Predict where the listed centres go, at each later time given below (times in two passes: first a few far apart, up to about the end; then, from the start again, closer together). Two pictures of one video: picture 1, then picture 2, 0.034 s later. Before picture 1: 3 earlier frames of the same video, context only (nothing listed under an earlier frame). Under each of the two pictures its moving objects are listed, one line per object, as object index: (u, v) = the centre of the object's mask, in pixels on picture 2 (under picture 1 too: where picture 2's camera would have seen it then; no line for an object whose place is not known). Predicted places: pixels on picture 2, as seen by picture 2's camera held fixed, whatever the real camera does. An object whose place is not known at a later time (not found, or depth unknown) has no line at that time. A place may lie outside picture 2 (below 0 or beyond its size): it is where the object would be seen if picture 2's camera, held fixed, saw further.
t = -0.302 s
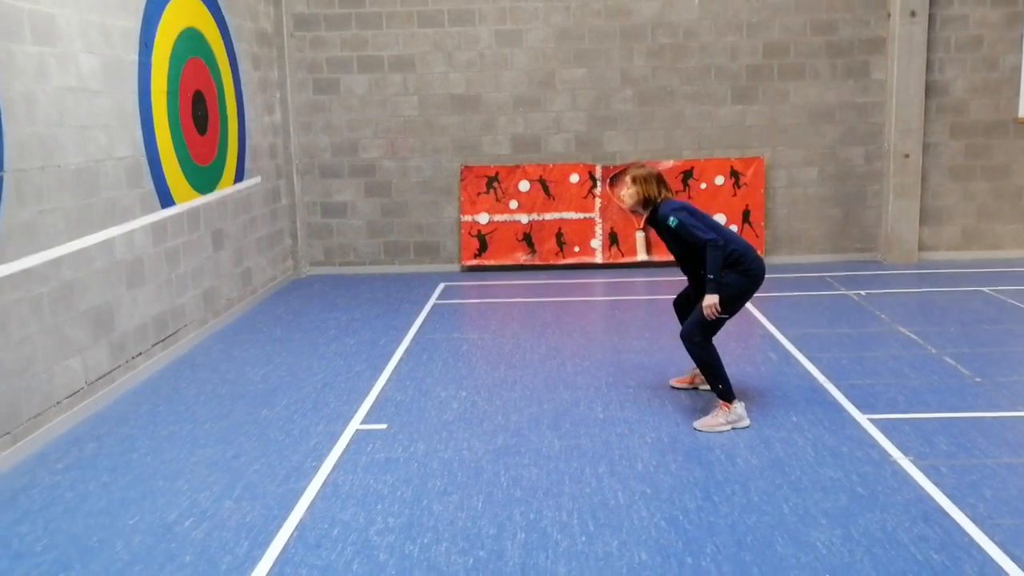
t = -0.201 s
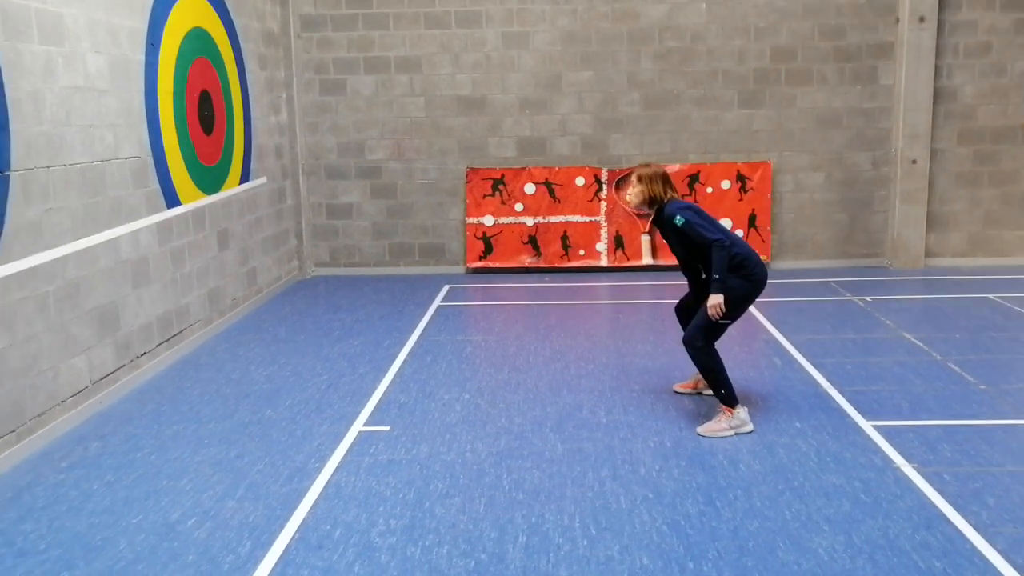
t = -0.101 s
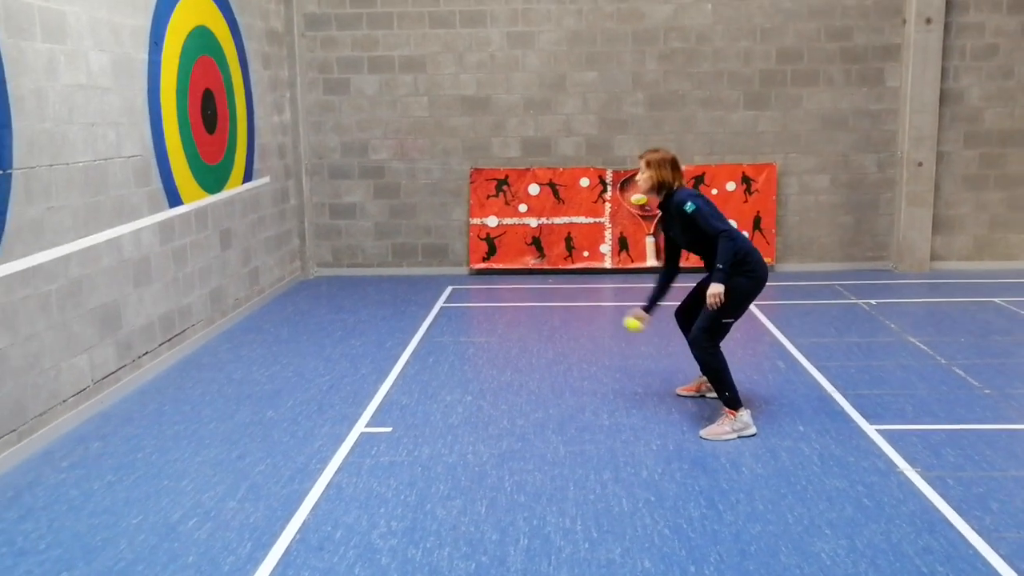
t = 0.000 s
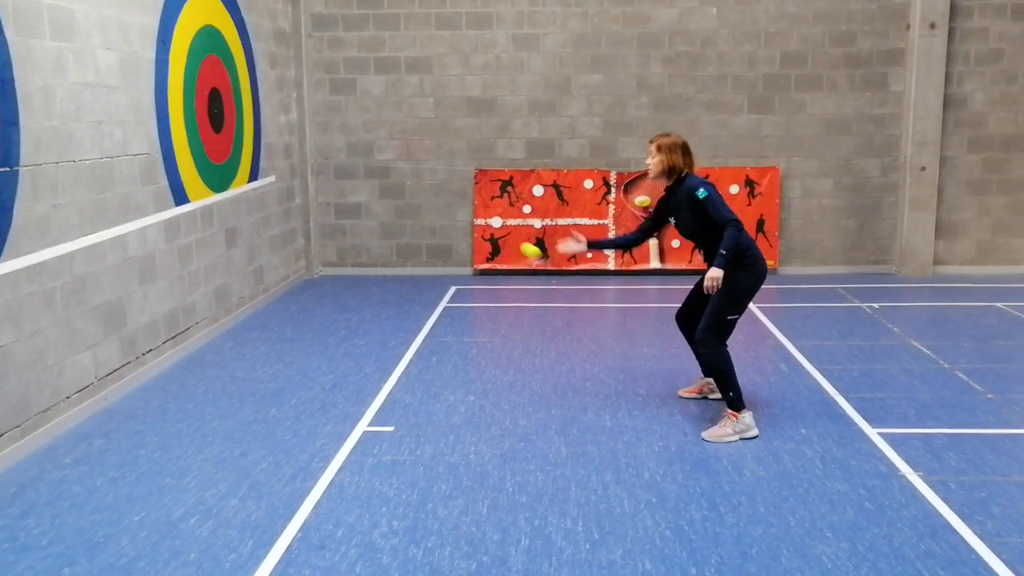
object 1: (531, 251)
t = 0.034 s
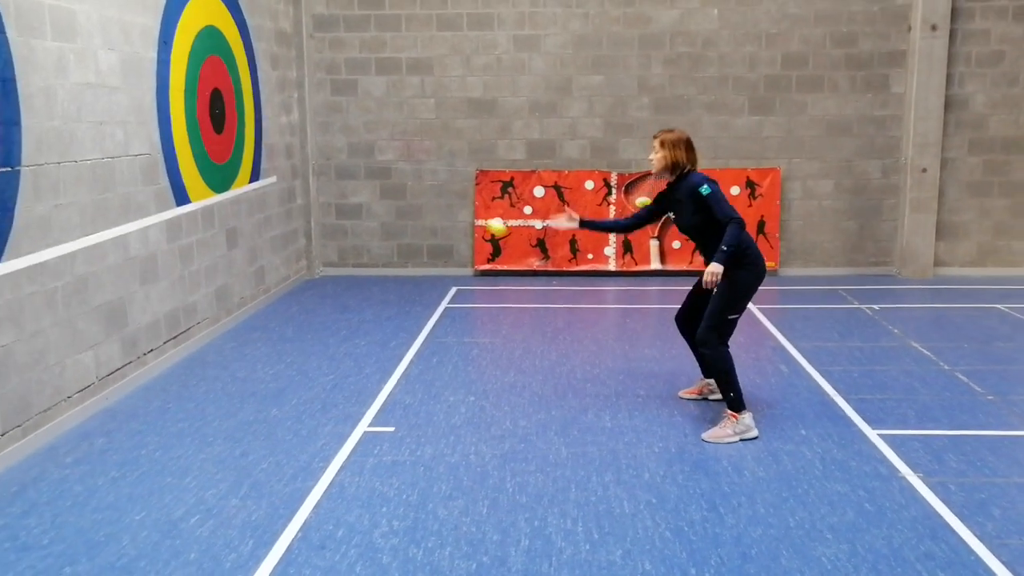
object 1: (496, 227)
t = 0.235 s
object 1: (283, 122)
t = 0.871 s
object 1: (413, 267)
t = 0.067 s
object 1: (461, 204)
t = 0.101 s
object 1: (425, 184)
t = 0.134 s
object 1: (390, 165)
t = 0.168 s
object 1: (355, 149)
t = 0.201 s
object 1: (319, 133)
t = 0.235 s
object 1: (283, 122)
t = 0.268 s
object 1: (248, 111)
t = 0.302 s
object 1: (211, 104)
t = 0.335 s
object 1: (175, 96)
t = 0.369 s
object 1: (140, 92)
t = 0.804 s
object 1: (358, 217)
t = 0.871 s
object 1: (413, 267)
